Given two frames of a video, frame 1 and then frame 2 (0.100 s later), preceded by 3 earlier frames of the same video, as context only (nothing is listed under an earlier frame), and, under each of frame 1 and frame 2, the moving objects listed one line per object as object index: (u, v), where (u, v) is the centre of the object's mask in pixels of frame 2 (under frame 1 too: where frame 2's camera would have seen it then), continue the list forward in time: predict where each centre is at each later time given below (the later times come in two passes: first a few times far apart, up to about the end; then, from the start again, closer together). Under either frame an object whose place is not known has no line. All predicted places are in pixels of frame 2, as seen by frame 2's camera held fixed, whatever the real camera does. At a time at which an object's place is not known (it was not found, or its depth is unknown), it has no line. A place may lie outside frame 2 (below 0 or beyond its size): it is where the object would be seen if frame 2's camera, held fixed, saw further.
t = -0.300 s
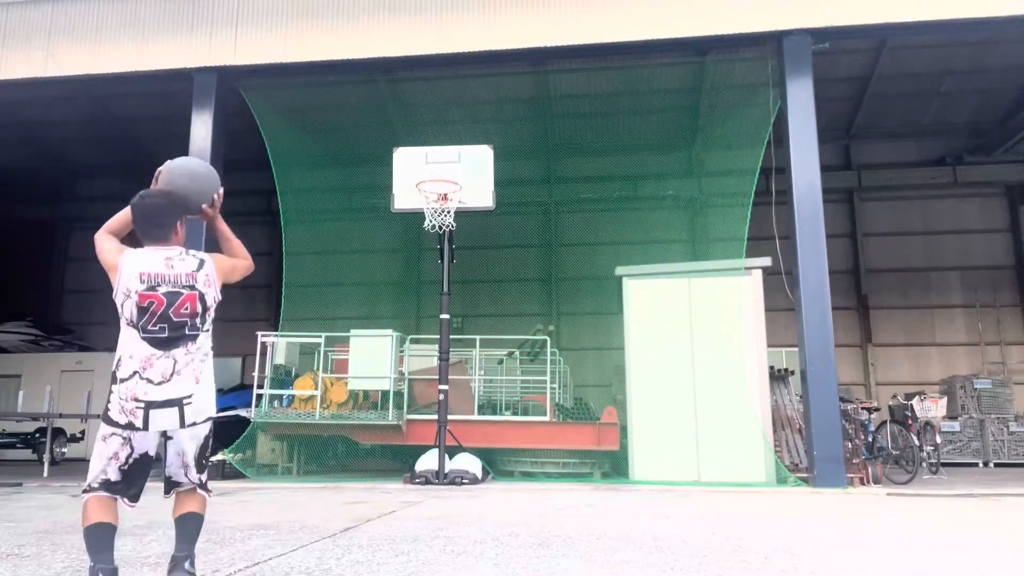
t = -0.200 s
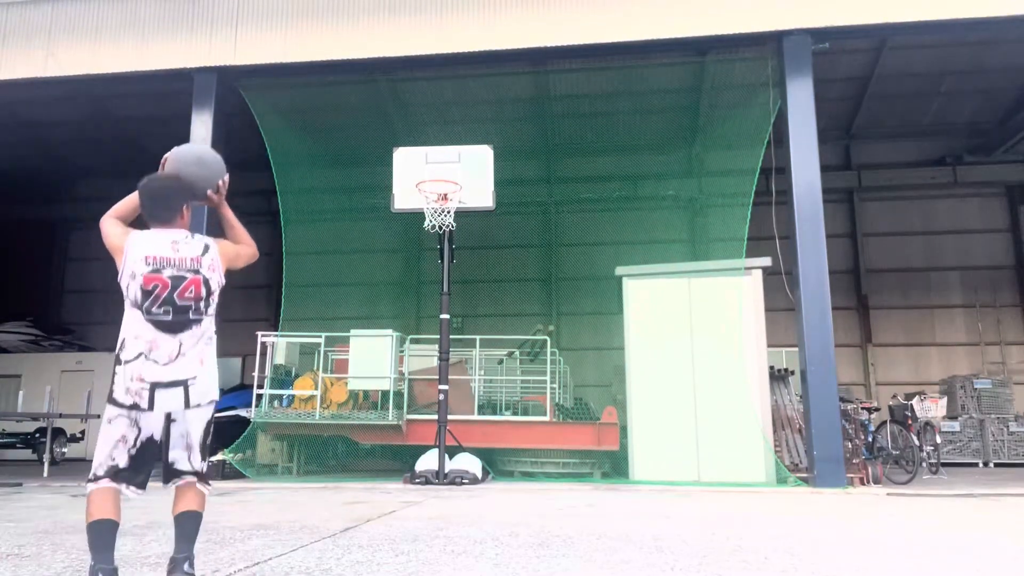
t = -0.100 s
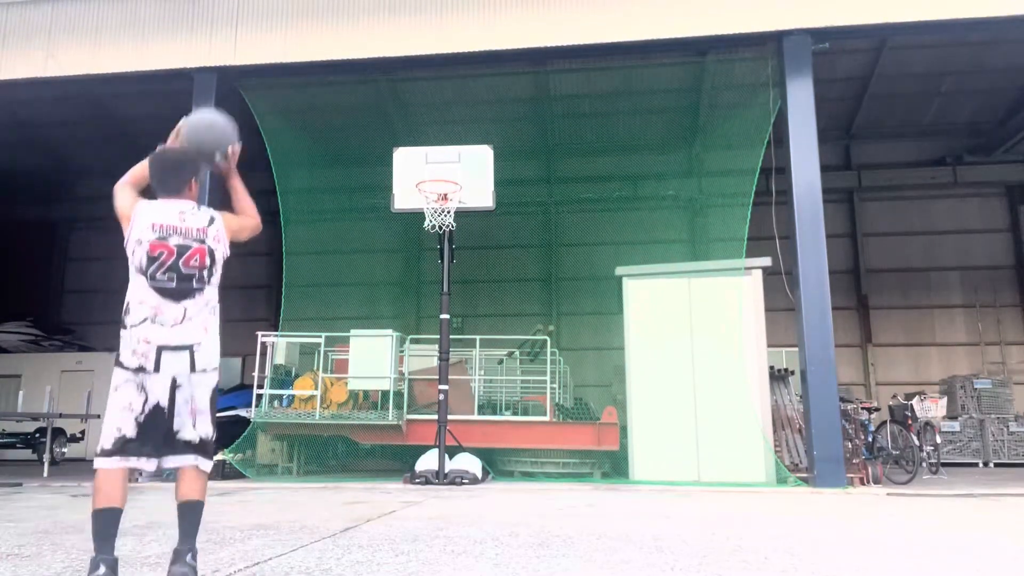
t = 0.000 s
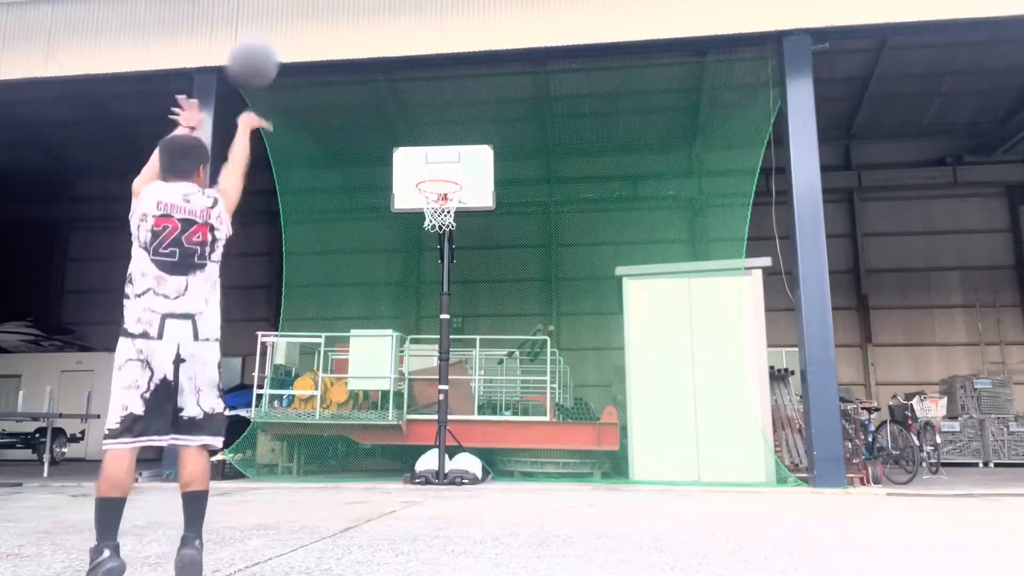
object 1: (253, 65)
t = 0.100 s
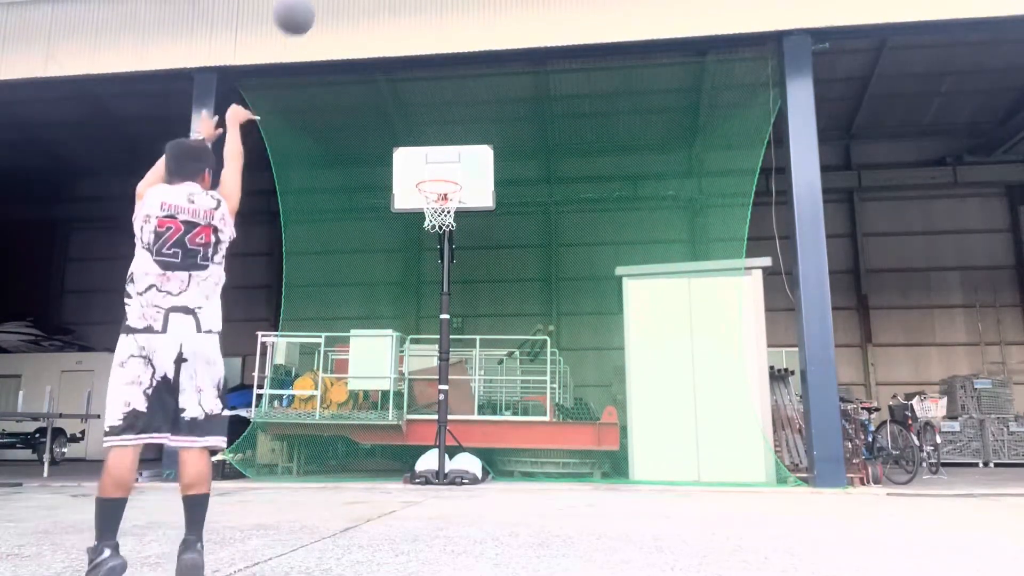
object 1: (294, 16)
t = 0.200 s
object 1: (325, 4)
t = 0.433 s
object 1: (373, 5)
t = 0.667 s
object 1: (404, 54)
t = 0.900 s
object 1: (425, 142)
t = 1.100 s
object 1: (446, 222)
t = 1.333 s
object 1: (468, 280)
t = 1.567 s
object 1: (493, 391)
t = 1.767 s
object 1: (512, 453)
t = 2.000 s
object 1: (527, 375)
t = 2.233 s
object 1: (544, 348)
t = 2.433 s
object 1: (561, 369)
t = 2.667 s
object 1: (584, 458)
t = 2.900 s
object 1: (610, 439)
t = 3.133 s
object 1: (637, 415)
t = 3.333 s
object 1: (668, 450)
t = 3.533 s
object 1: (698, 488)
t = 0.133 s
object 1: (305, 11)
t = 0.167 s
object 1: (316, 7)
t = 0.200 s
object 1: (325, 4)
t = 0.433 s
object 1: (373, 5)
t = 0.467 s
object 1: (378, 8)
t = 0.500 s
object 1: (383, 11)
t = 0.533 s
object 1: (388, 18)
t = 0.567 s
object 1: (392, 26)
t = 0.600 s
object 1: (396, 34)
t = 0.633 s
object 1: (400, 43)
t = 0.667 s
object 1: (404, 54)
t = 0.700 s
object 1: (407, 66)
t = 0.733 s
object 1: (410, 75)
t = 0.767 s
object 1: (414, 88)
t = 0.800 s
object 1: (417, 100)
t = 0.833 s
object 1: (419, 114)
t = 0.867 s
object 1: (422, 127)
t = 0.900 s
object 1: (425, 142)
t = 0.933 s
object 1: (427, 159)
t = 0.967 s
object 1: (430, 173)
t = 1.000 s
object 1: (432, 192)
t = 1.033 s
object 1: (430, 200)
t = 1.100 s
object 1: (446, 222)
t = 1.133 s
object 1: (447, 224)
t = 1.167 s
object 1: (450, 229)
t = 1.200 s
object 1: (454, 238)
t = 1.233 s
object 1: (457, 247)
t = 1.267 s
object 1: (461, 257)
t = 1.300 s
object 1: (465, 269)
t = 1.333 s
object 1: (468, 280)
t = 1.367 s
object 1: (471, 294)
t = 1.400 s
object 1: (475, 307)
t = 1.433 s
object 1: (478, 323)
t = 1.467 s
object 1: (483, 338)
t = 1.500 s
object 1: (486, 356)
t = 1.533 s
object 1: (488, 376)
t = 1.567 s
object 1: (493, 391)
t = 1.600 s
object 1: (496, 414)
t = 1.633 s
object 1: (501, 437)
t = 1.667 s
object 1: (504, 459)
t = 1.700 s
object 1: (508, 481)
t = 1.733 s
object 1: (510, 468)
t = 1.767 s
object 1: (512, 453)
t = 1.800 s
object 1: (513, 439)
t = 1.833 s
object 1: (517, 425)
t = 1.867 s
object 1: (520, 412)
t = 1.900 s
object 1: (520, 401)
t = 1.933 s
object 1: (522, 392)
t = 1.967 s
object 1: (526, 382)
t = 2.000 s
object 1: (527, 375)
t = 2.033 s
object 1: (531, 368)
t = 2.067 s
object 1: (533, 361)
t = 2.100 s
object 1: (535, 356)
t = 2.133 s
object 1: (538, 353)
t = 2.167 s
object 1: (539, 350)
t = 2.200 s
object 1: (542, 349)
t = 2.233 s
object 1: (544, 348)
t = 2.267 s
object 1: (546, 348)
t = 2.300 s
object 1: (549, 350)
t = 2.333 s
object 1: (552, 353)
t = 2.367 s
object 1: (555, 357)
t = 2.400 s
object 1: (558, 363)
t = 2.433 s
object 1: (561, 369)
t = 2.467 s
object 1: (566, 378)
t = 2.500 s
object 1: (568, 387)
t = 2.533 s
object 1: (571, 397)
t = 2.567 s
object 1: (575, 411)
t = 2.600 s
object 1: (576, 422)
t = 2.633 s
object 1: (579, 439)
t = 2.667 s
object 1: (584, 458)
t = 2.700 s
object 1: (586, 473)
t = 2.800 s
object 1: (598, 470)
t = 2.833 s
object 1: (602, 461)
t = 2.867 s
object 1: (607, 448)
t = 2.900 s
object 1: (610, 439)
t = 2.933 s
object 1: (613, 433)
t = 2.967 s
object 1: (618, 426)
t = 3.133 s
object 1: (637, 415)
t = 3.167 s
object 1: (642, 416)
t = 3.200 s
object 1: (647, 420)
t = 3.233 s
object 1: (652, 425)
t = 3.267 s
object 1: (657, 431)
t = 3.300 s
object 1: (662, 440)
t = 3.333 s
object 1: (668, 450)
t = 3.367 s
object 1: (673, 462)
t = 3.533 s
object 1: (698, 488)
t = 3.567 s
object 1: (702, 479)
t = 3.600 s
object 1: (706, 472)
